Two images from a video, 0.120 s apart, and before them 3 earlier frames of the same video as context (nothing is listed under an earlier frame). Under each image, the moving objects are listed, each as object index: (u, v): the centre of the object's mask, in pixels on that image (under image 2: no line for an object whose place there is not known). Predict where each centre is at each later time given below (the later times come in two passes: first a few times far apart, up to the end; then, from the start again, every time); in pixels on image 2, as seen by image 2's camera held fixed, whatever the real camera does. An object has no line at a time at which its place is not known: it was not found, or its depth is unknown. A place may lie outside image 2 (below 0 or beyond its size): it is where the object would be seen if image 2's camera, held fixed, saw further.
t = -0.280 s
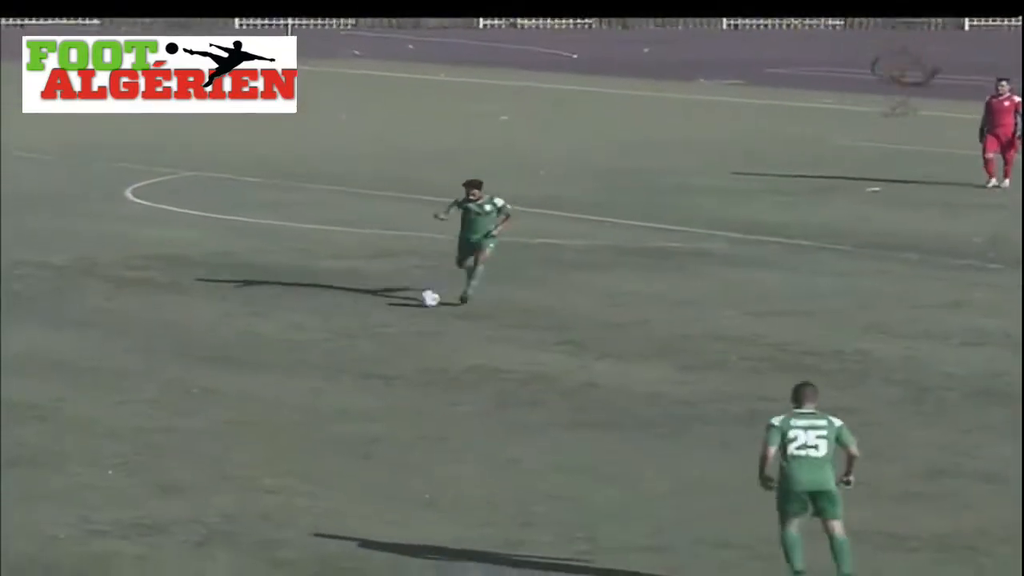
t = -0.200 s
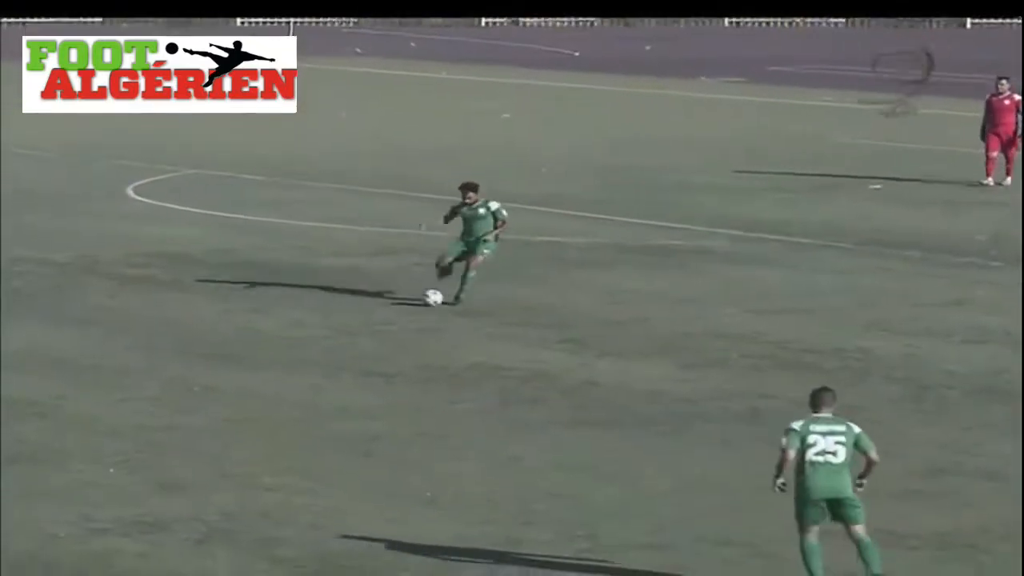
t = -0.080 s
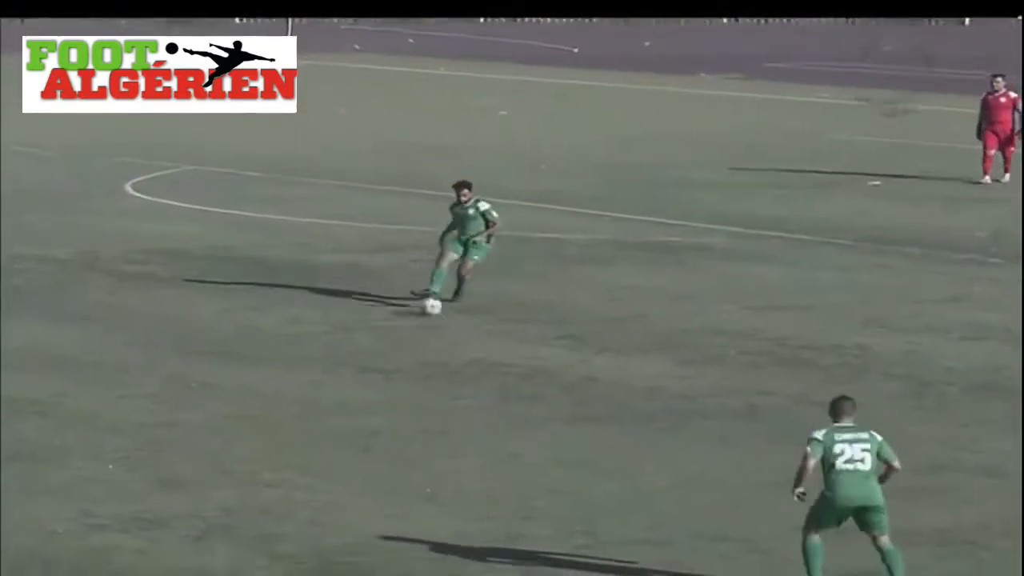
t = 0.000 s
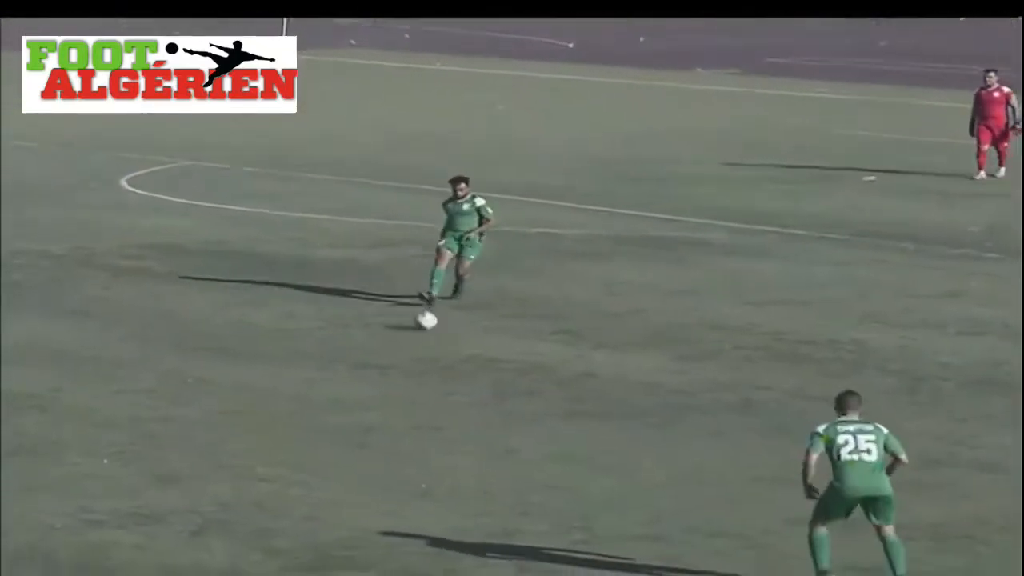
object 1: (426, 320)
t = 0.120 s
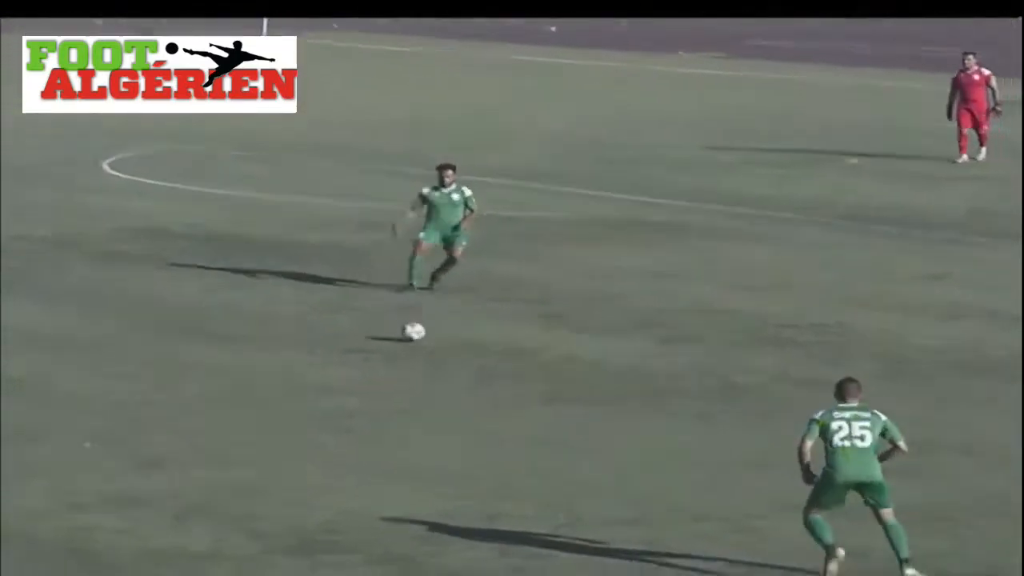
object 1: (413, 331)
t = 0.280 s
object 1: (427, 366)
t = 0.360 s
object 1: (438, 387)
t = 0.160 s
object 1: (414, 339)
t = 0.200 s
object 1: (419, 348)
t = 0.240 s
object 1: (423, 358)
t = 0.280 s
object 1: (427, 366)
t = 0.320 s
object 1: (432, 376)
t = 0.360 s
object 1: (438, 387)
